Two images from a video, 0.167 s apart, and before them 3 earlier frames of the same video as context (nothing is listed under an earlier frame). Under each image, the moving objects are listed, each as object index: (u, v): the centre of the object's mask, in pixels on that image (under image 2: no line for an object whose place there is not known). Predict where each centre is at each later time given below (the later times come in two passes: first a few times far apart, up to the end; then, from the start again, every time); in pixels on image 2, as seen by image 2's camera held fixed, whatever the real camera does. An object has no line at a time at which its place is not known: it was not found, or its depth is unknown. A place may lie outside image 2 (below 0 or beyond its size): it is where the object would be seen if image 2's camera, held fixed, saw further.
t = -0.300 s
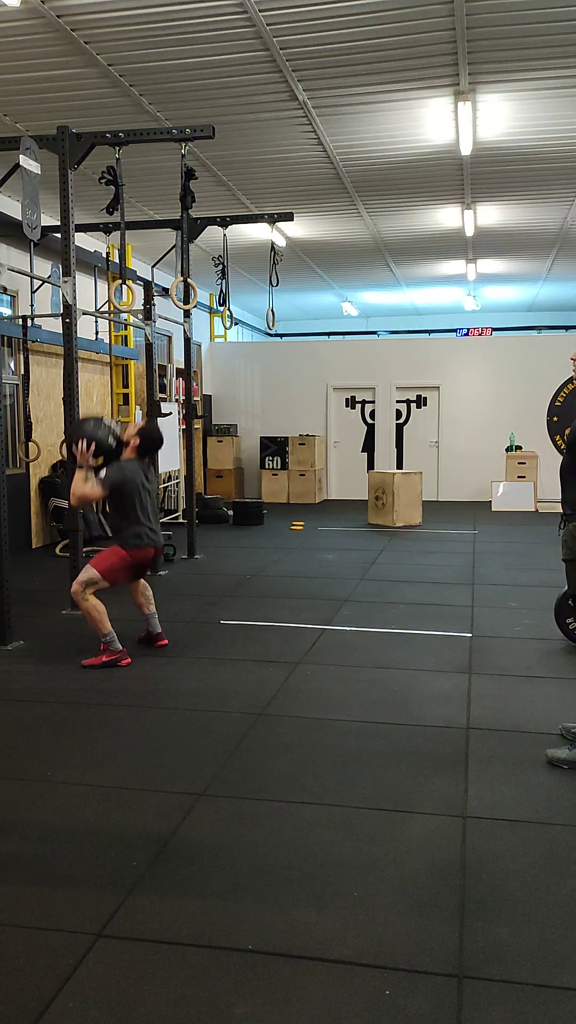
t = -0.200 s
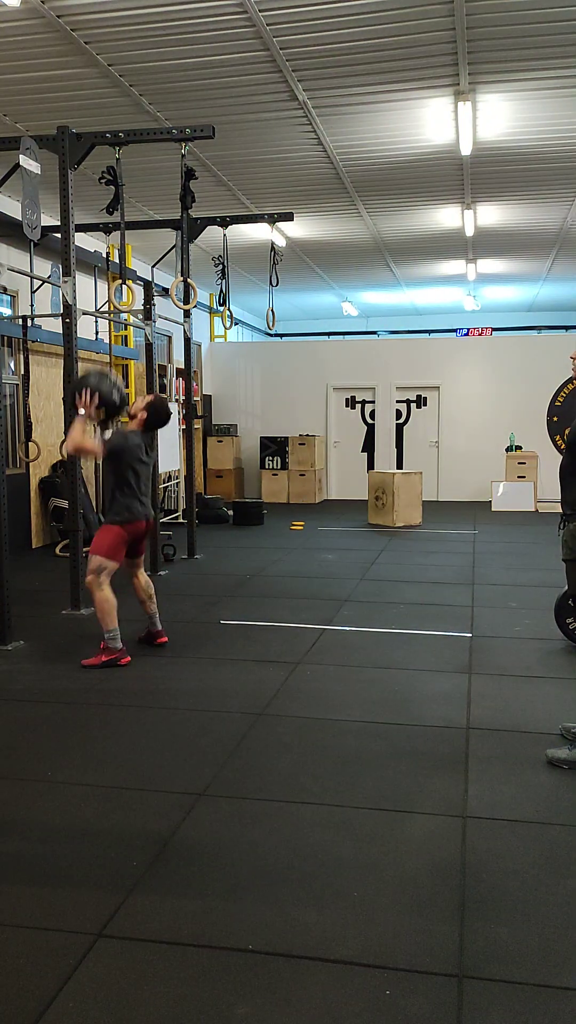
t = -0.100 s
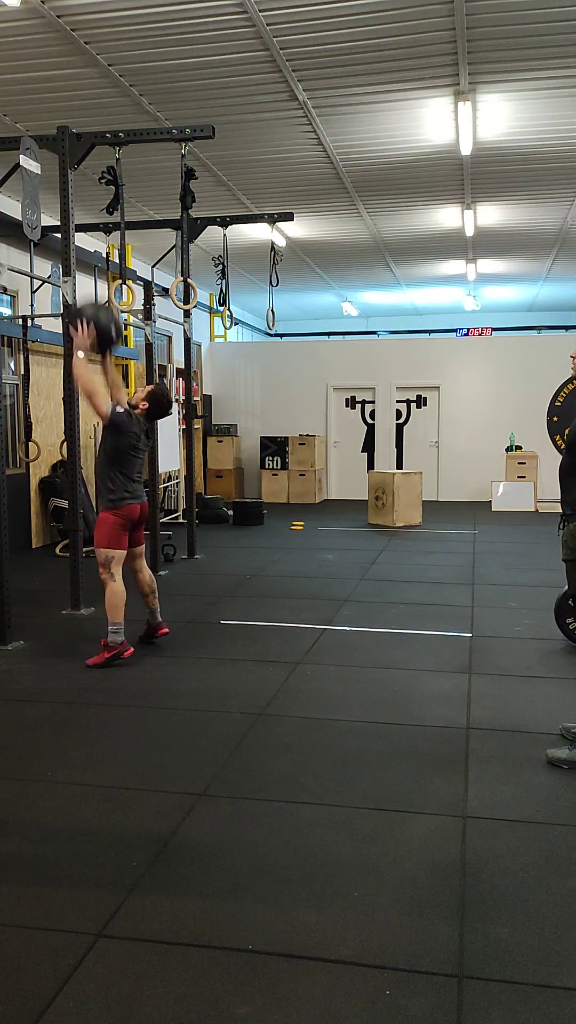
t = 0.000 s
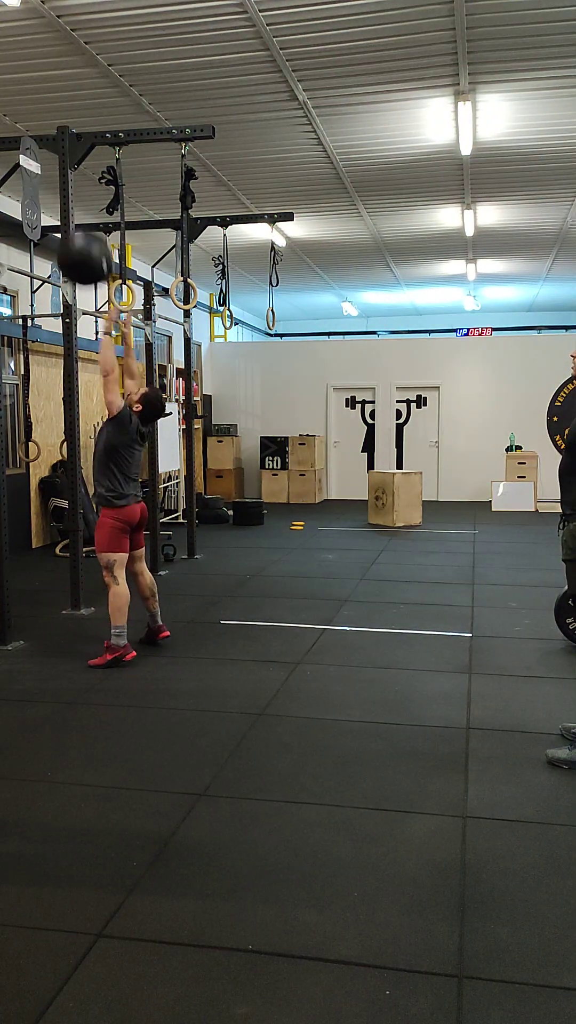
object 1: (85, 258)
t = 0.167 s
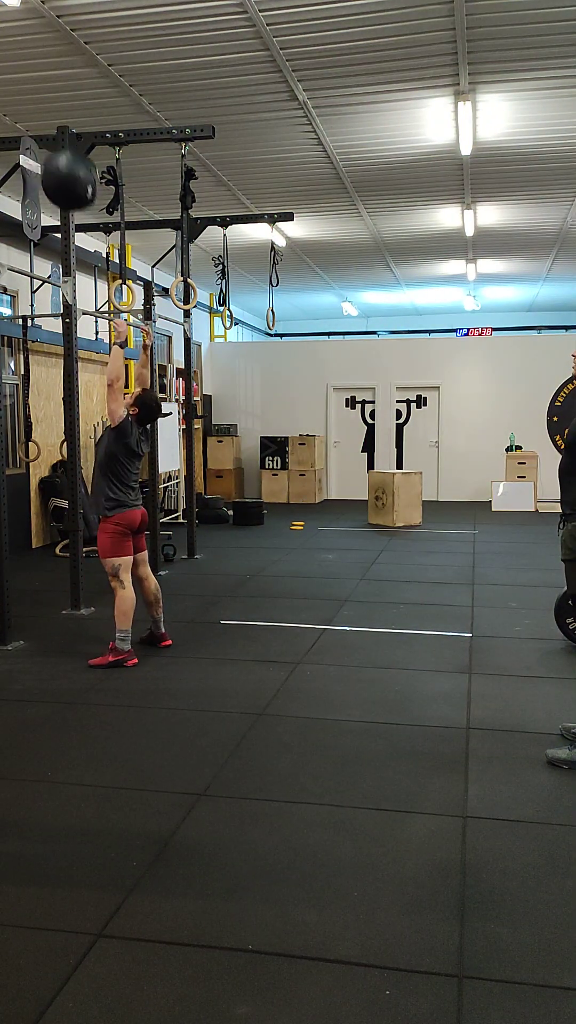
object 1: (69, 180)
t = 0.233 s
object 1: (64, 162)
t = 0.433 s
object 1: (55, 151)
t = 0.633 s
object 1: (69, 200)
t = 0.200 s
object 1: (67, 170)
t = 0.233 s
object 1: (64, 162)
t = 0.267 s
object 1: (61, 155)
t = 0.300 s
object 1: (58, 151)
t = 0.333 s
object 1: (56, 148)
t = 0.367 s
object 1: (54, 147)
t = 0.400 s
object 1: (54, 148)
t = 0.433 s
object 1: (55, 151)
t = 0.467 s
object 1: (57, 155)
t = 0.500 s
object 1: (60, 160)
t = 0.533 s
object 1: (62, 167)
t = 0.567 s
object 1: (64, 177)
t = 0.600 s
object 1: (66, 189)
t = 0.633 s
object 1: (69, 200)
